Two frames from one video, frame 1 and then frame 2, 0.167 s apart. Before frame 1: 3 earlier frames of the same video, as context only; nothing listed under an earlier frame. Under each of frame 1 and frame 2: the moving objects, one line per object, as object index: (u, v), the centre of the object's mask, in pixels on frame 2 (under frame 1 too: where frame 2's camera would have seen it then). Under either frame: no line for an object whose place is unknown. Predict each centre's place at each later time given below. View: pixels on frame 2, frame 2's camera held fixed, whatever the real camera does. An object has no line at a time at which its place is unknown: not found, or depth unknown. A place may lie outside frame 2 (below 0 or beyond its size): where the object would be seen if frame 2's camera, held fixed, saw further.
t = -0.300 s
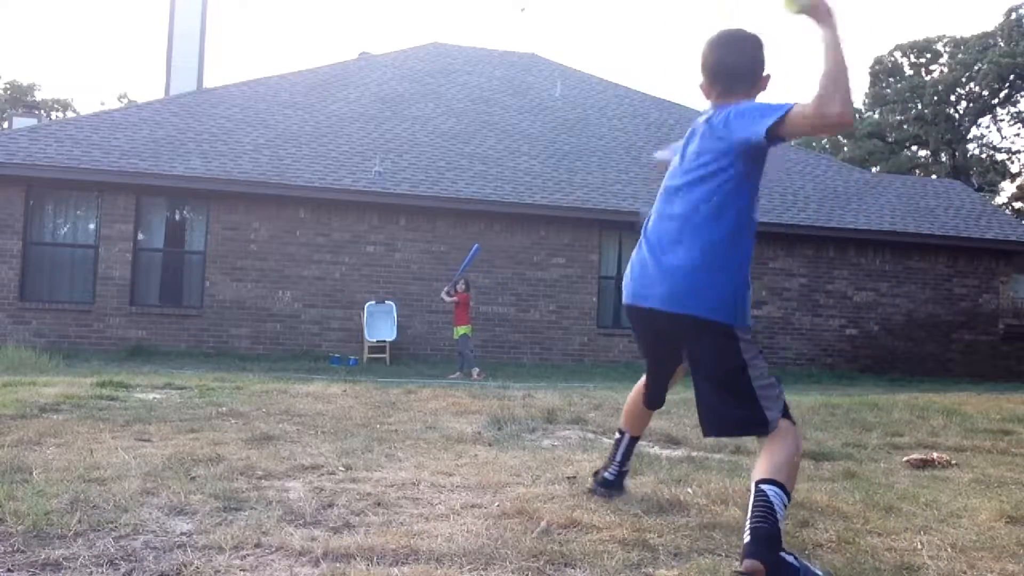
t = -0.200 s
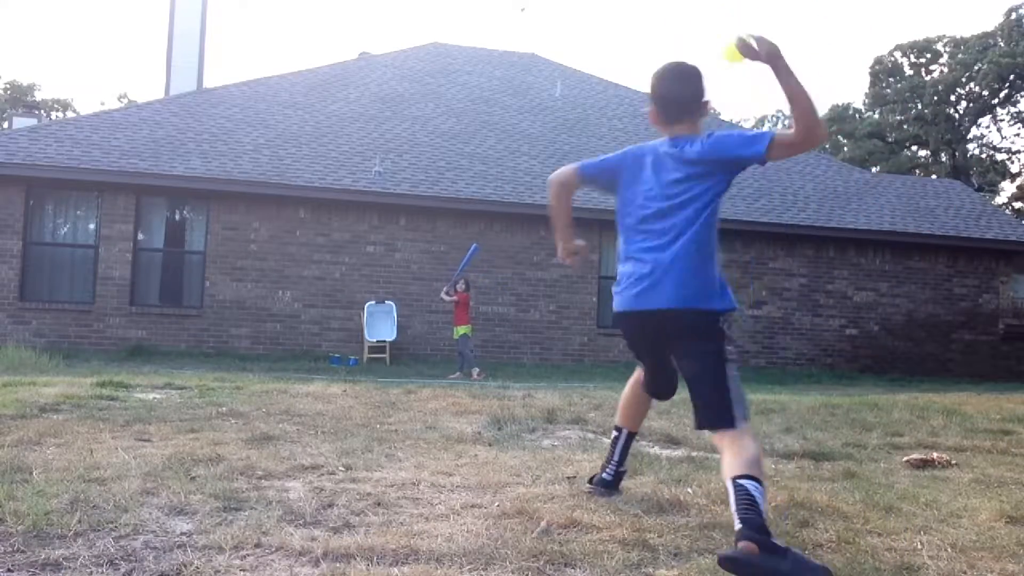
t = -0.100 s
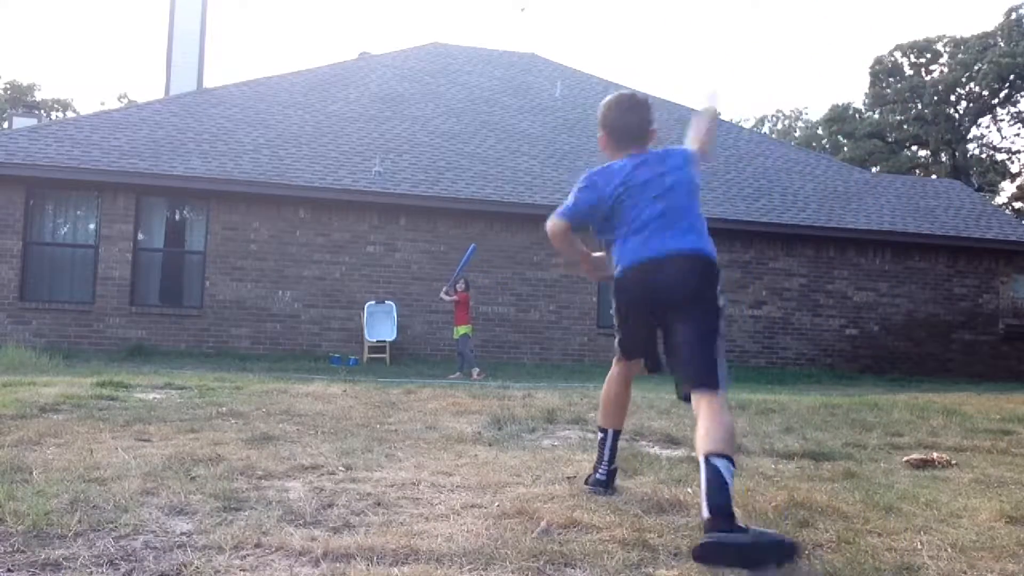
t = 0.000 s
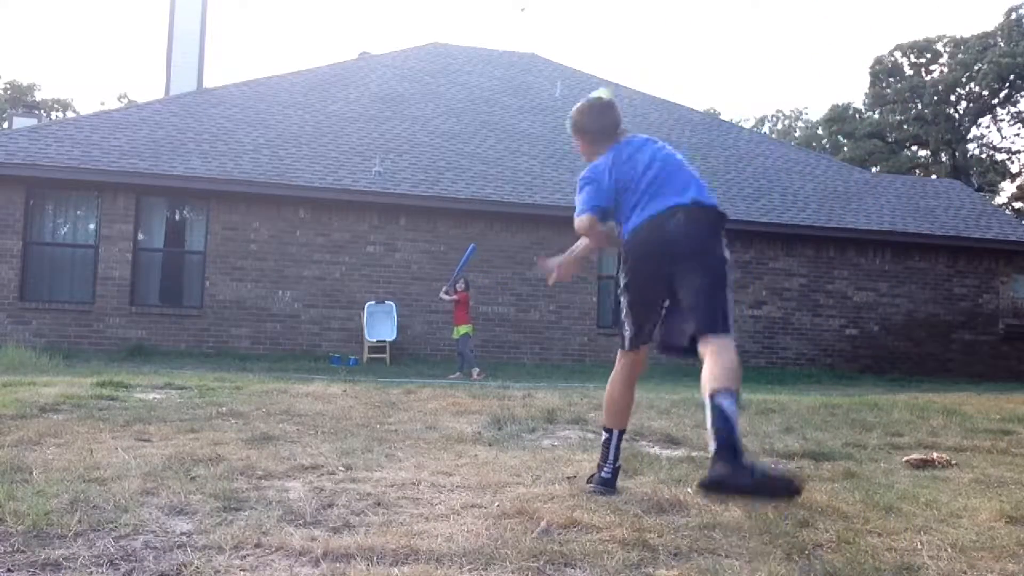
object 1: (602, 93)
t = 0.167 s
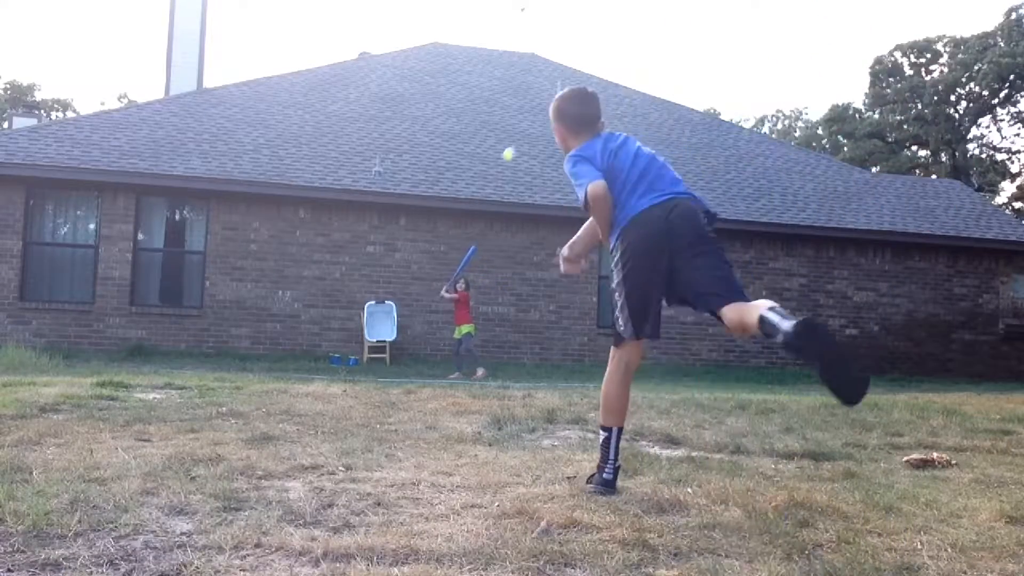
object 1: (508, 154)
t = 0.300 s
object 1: (465, 197)
